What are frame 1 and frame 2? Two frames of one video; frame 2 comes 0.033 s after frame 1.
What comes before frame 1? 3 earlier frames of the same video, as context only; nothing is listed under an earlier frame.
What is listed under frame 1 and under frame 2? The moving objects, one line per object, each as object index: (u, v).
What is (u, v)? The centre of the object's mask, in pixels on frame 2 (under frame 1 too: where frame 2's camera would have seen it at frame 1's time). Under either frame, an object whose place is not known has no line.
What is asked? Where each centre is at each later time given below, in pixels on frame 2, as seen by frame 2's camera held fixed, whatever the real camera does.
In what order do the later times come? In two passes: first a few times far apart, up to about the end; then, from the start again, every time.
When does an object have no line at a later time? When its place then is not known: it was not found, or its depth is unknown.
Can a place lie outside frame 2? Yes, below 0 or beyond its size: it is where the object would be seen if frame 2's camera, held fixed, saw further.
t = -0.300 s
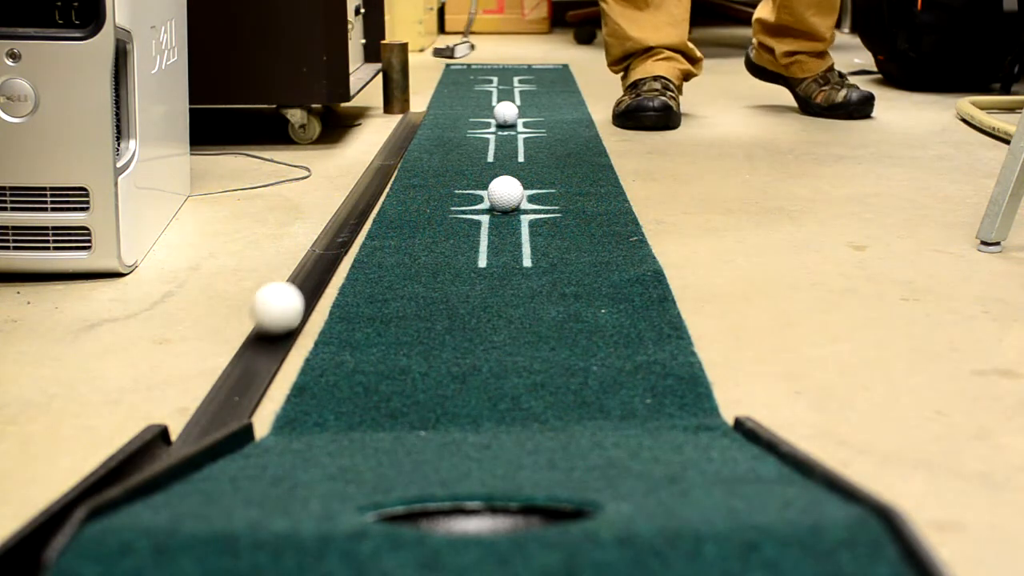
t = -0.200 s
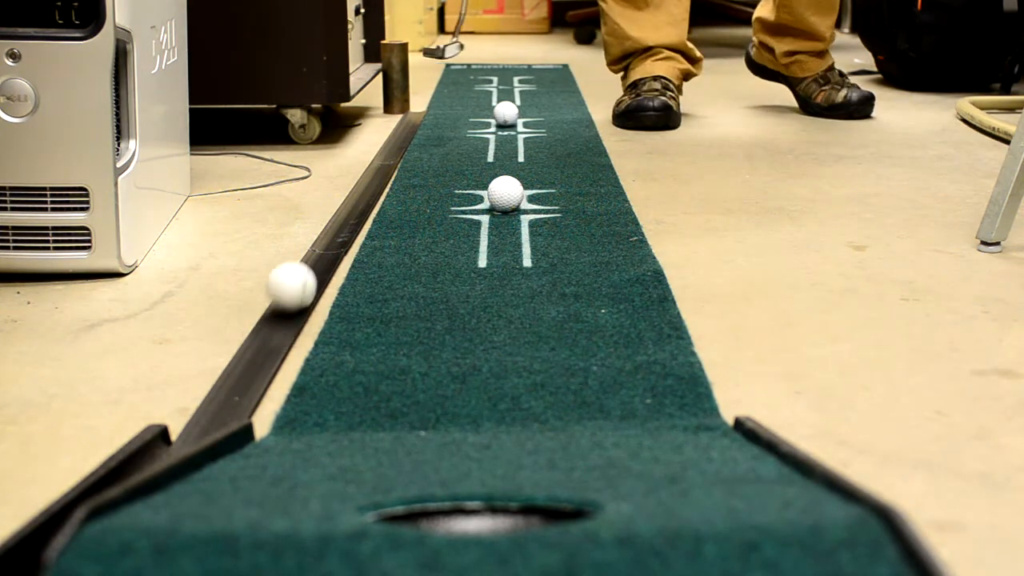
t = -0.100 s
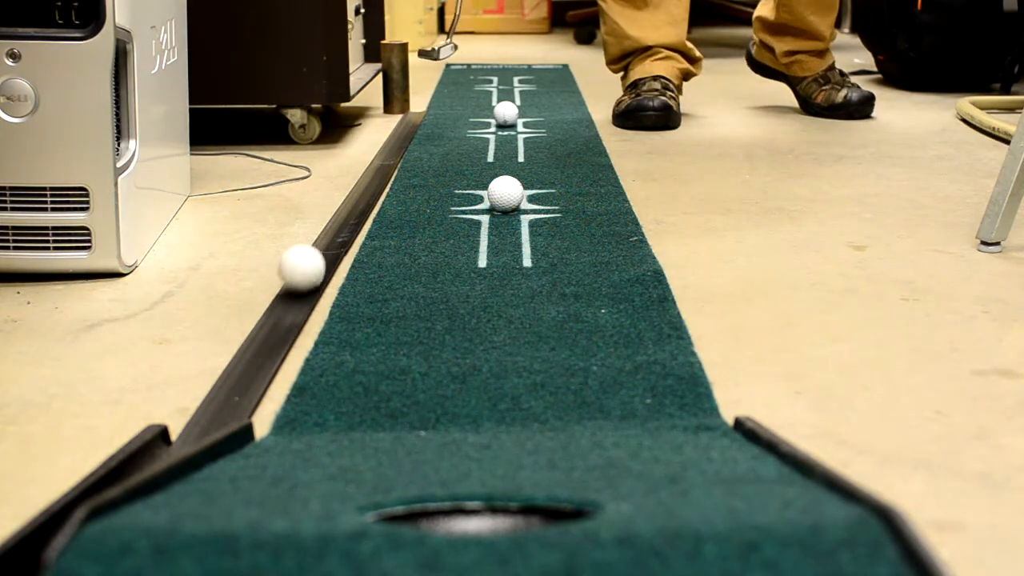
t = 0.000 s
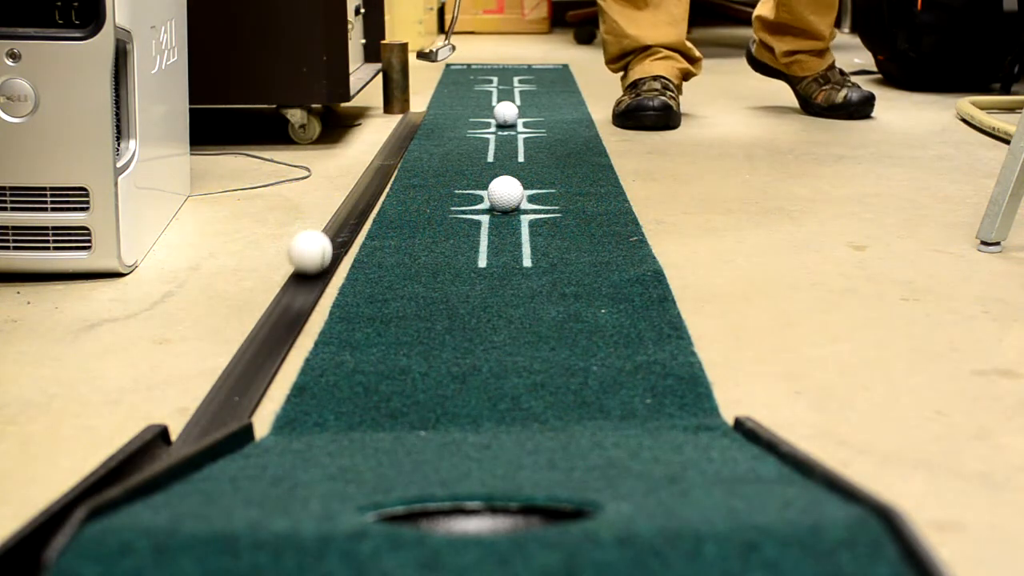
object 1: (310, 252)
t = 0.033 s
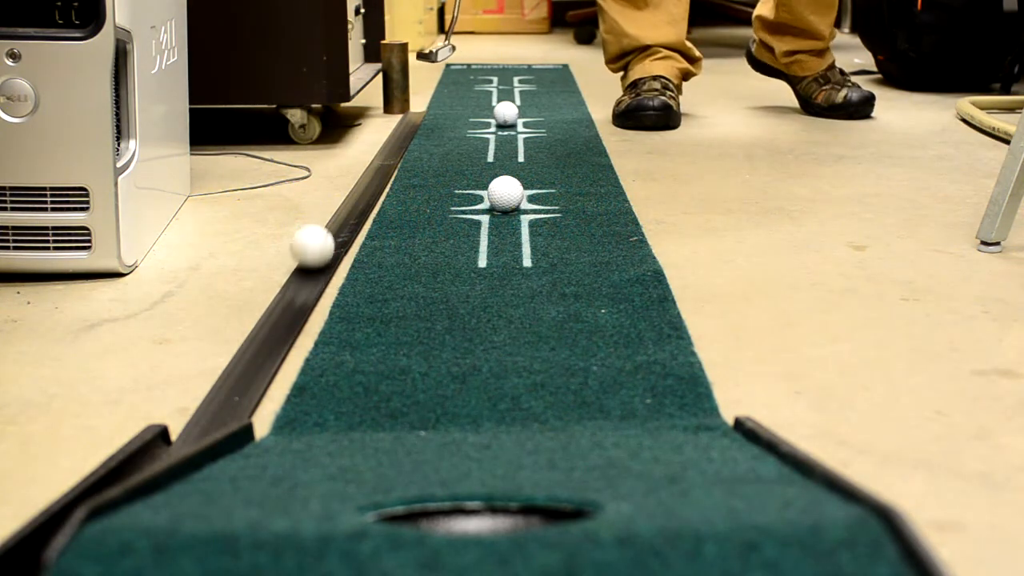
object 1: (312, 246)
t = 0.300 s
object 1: (344, 211)
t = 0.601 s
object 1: (359, 182)
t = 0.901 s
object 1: (383, 157)
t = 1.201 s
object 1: (392, 138)
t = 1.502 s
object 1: (398, 122)
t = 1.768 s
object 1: (411, 110)
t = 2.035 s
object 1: (421, 99)
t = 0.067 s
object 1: (315, 242)
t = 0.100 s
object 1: (319, 237)
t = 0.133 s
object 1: (323, 233)
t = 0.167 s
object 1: (328, 228)
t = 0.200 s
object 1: (331, 224)
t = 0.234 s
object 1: (336, 219)
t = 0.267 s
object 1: (341, 215)
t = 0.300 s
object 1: (344, 211)
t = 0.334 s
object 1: (349, 208)
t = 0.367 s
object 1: (352, 204)
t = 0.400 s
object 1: (354, 201)
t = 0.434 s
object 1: (355, 197)
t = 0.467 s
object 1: (356, 194)
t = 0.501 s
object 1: (357, 191)
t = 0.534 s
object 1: (358, 188)
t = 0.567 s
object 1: (359, 185)
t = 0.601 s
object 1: (359, 182)
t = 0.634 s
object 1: (361, 179)
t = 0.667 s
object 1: (363, 175)
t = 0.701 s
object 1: (366, 173)
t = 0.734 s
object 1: (369, 170)
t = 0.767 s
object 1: (372, 167)
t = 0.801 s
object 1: (375, 164)
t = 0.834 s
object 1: (378, 162)
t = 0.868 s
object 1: (381, 159)
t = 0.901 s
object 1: (383, 157)
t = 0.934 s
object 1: (384, 155)
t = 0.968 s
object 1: (384, 153)
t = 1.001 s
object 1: (384, 151)
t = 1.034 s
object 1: (383, 148)
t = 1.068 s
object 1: (384, 146)
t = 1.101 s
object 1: (384, 144)
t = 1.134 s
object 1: (385, 142)
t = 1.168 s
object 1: (388, 140)
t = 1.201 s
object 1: (392, 138)
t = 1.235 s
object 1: (394, 136)
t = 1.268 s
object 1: (397, 134)
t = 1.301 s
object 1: (399, 132)
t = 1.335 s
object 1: (399, 130)
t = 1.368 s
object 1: (399, 129)
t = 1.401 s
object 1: (399, 127)
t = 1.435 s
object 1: (398, 125)
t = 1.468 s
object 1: (398, 123)
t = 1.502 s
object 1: (398, 122)
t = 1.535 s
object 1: (400, 120)
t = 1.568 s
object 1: (401, 119)
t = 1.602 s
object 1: (404, 117)
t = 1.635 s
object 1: (407, 116)
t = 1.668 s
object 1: (409, 114)
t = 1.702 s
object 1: (411, 112)
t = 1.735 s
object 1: (411, 111)
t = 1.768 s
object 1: (411, 110)
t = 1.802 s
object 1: (411, 108)
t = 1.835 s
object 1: (410, 107)
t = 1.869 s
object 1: (410, 105)
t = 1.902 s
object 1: (410, 104)
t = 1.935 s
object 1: (411, 103)
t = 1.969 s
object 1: (412, 102)
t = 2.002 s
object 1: (415, 101)
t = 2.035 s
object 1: (421, 99)
